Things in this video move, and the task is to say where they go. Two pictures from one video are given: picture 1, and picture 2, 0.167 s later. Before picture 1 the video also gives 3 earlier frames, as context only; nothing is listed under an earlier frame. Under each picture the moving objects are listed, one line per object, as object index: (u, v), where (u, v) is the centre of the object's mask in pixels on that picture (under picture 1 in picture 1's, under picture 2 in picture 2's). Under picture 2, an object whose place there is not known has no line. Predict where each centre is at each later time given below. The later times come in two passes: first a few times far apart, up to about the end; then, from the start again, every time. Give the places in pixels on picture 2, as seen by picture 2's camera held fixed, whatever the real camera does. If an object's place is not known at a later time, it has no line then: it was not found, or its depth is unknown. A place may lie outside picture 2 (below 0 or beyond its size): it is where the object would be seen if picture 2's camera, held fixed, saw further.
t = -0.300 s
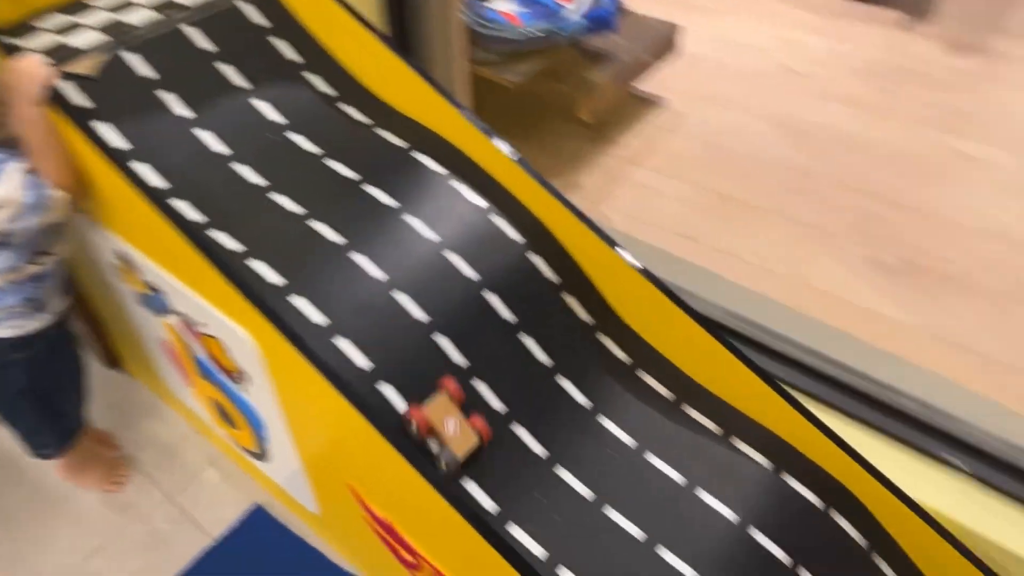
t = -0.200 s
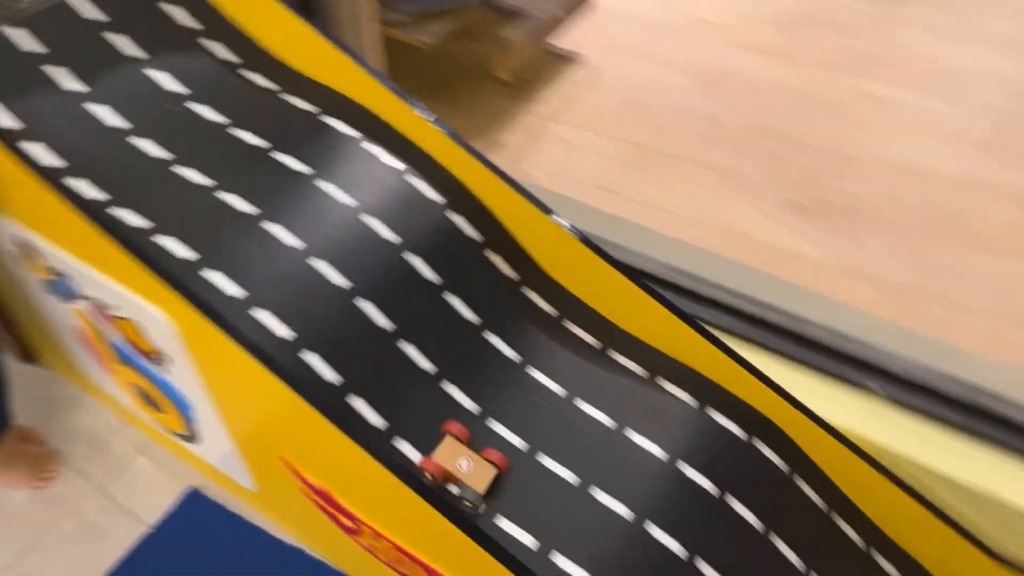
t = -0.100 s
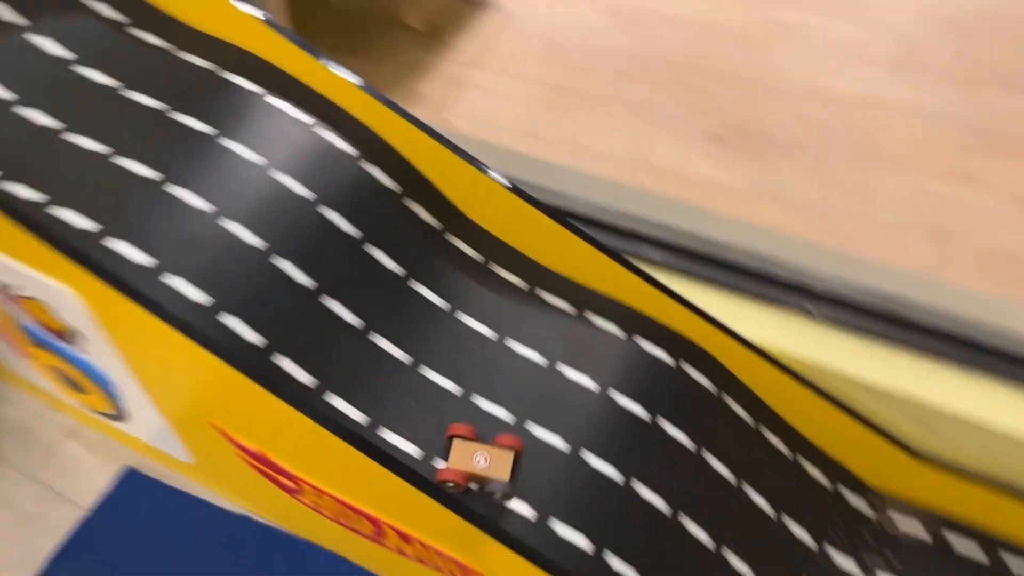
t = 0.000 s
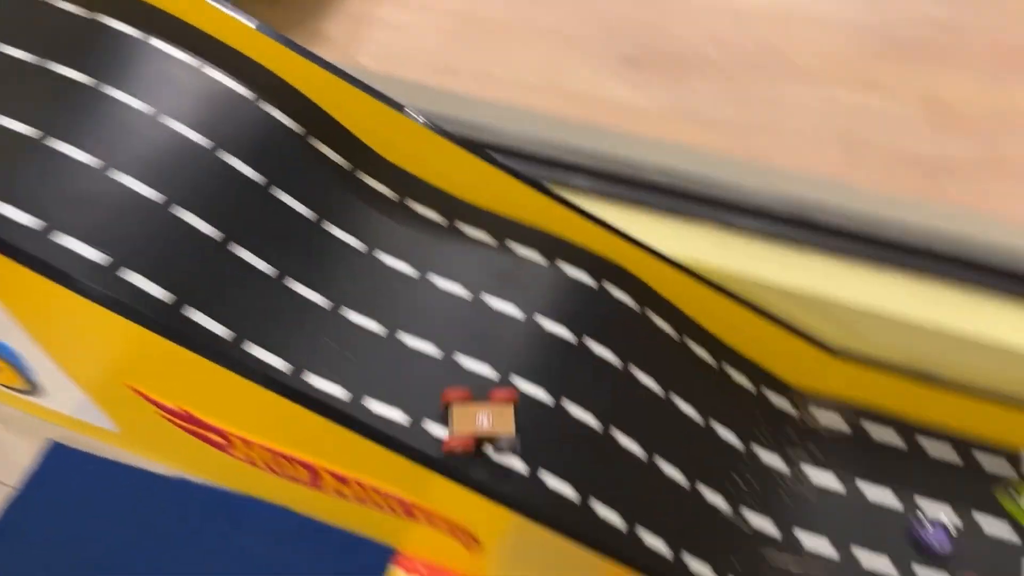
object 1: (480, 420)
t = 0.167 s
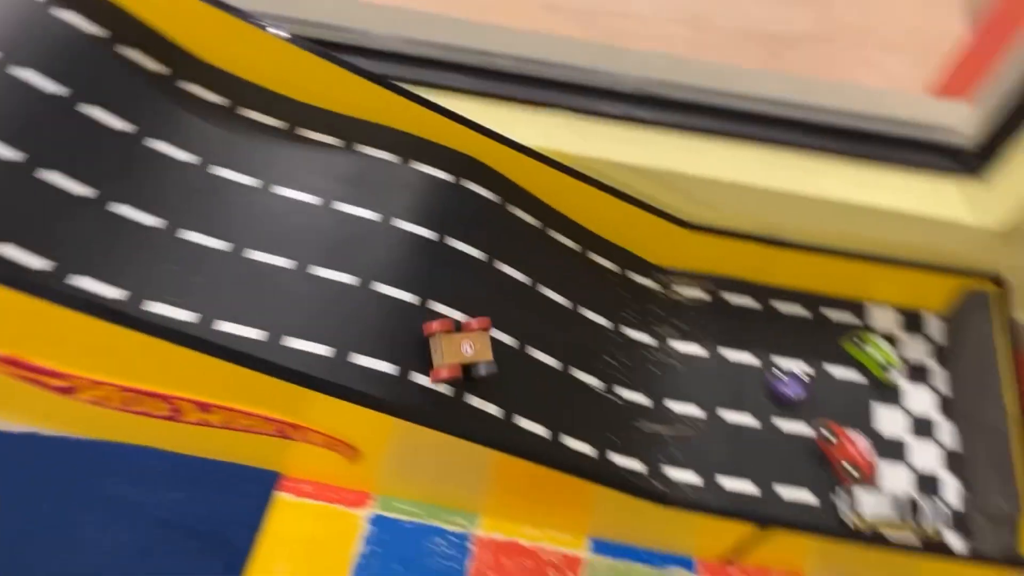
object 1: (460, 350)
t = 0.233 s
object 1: (506, 362)
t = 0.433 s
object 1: (650, 396)
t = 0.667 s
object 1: (751, 374)
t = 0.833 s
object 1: (768, 369)
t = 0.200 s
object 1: (483, 355)
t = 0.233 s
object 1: (506, 362)
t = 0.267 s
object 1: (529, 369)
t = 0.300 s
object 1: (552, 376)
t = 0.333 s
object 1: (577, 384)
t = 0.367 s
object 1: (601, 390)
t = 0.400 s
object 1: (627, 395)
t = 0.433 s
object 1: (650, 396)
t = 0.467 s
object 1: (673, 394)
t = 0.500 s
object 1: (694, 393)
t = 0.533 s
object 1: (711, 390)
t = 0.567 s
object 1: (724, 385)
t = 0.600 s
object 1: (737, 381)
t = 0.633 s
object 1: (745, 377)
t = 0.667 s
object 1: (751, 374)
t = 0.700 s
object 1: (756, 372)
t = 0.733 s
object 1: (761, 370)
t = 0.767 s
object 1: (764, 370)
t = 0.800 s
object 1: (767, 369)
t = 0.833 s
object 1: (768, 369)
